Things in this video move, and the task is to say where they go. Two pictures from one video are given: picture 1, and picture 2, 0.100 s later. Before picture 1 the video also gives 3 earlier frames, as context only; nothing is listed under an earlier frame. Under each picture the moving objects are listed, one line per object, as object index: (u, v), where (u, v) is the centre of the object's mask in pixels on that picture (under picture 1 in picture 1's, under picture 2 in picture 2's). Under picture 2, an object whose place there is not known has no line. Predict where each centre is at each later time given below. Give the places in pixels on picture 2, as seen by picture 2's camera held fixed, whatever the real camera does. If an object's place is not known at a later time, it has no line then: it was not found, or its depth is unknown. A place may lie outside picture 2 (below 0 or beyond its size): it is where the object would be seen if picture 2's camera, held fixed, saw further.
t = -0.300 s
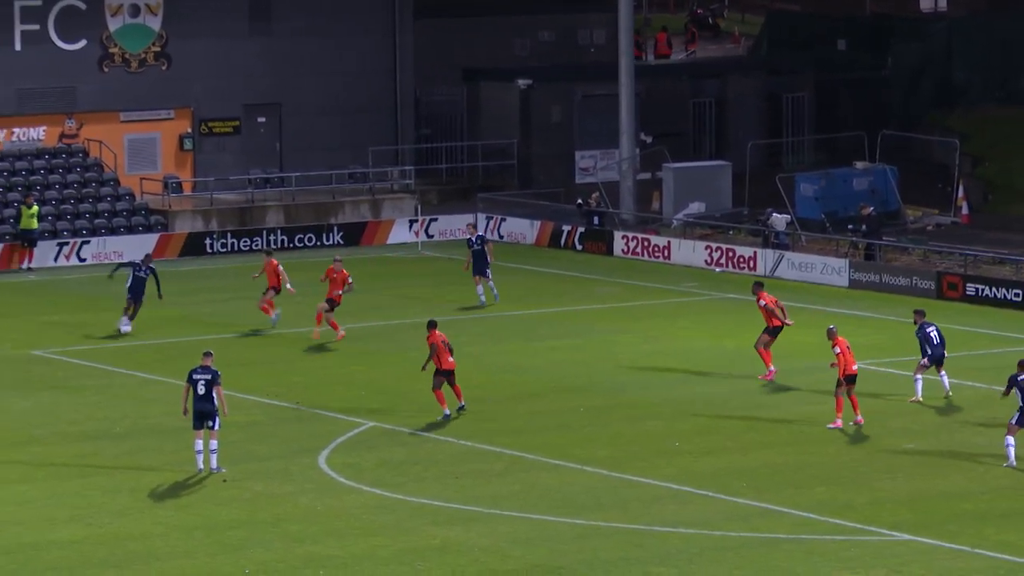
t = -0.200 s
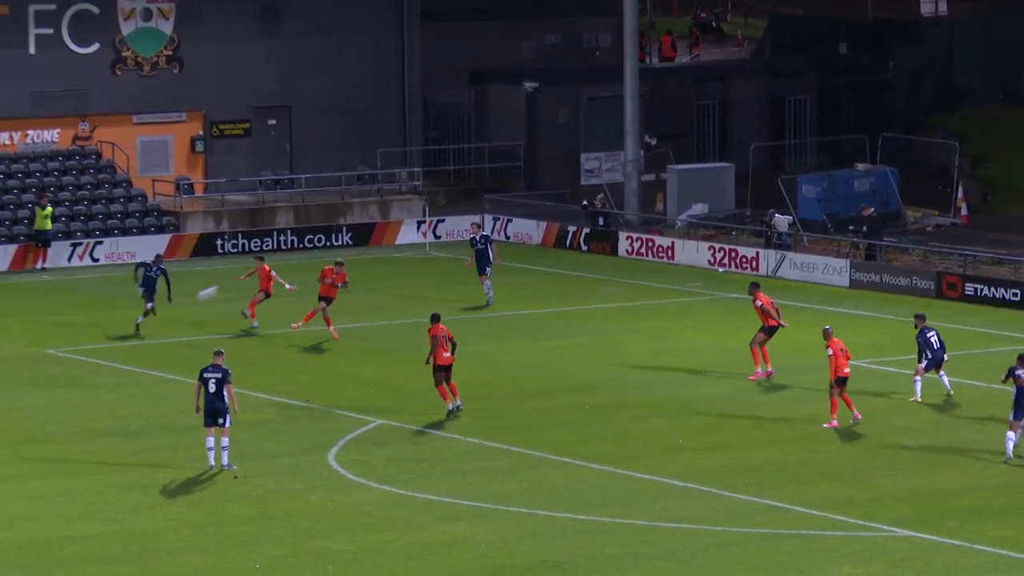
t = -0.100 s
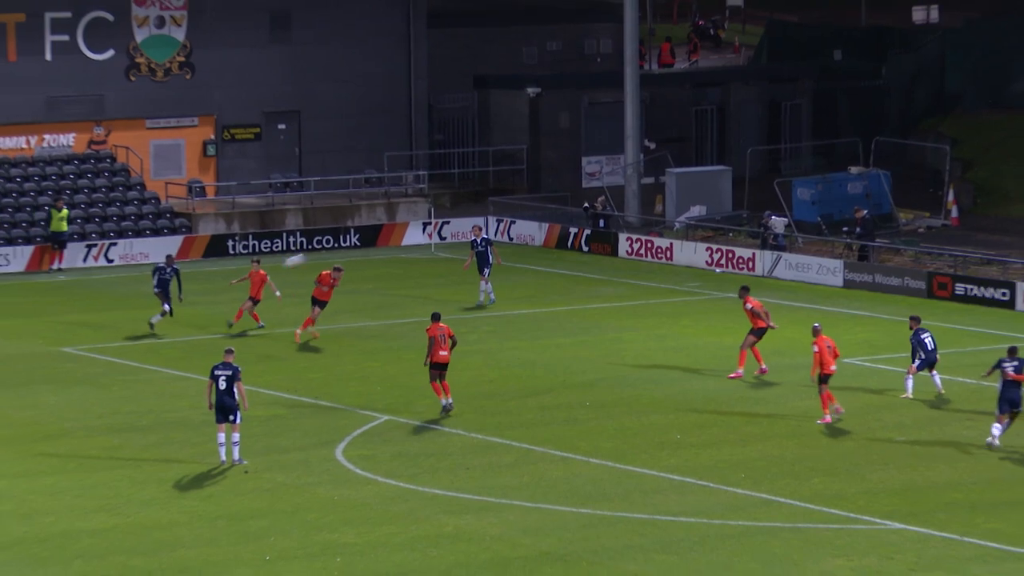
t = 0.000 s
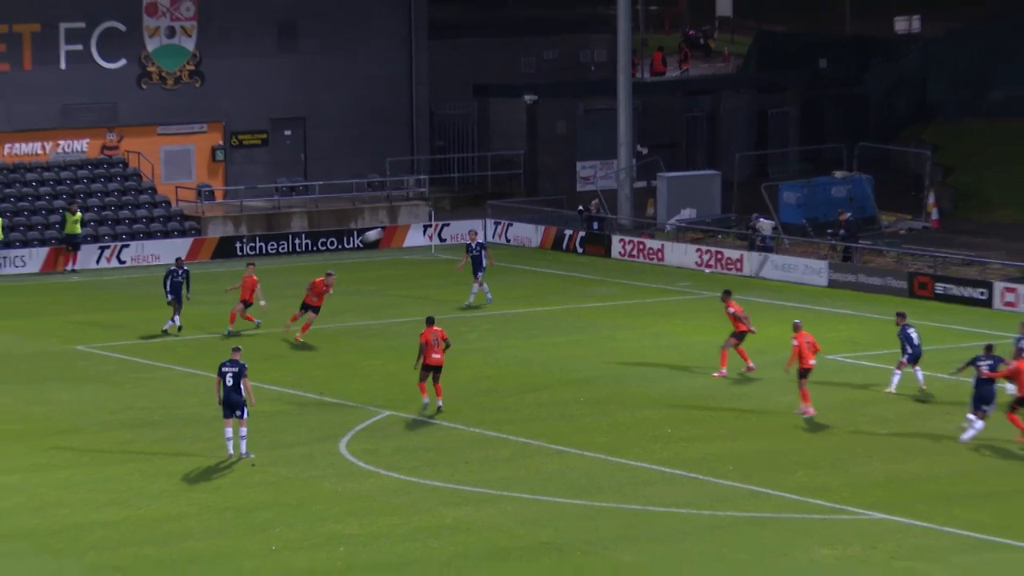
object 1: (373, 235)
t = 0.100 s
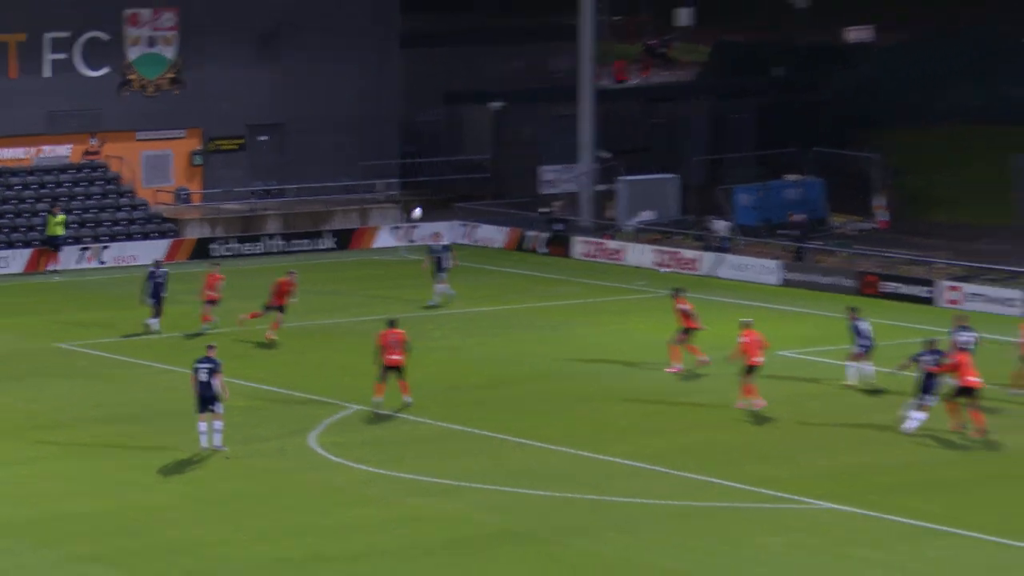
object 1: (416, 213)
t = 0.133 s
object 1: (430, 210)
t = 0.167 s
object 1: (455, 205)
